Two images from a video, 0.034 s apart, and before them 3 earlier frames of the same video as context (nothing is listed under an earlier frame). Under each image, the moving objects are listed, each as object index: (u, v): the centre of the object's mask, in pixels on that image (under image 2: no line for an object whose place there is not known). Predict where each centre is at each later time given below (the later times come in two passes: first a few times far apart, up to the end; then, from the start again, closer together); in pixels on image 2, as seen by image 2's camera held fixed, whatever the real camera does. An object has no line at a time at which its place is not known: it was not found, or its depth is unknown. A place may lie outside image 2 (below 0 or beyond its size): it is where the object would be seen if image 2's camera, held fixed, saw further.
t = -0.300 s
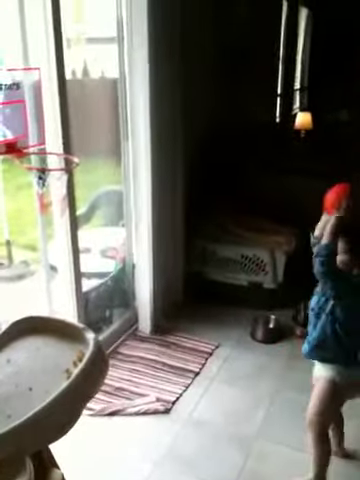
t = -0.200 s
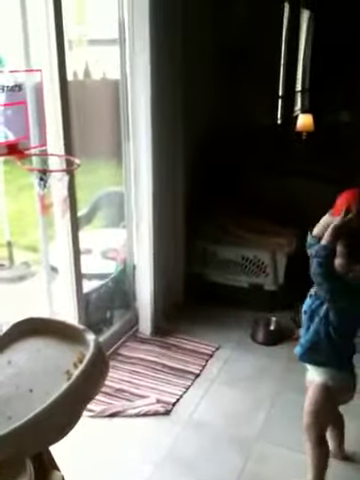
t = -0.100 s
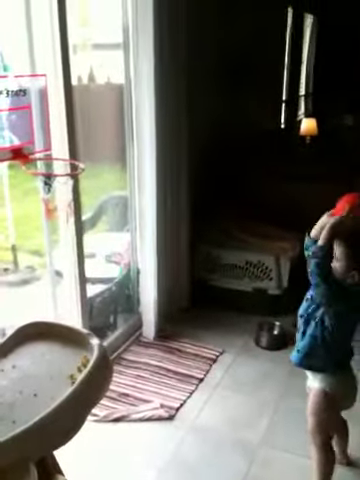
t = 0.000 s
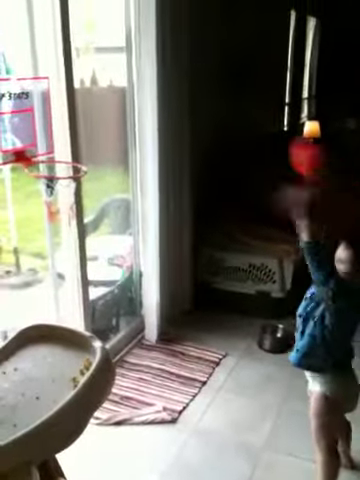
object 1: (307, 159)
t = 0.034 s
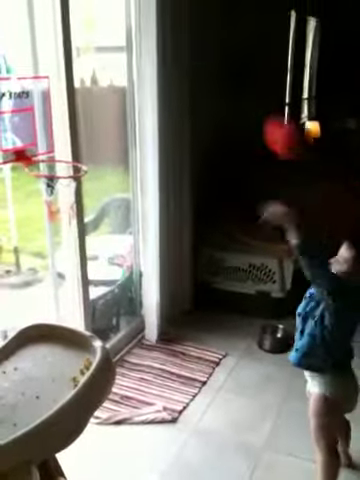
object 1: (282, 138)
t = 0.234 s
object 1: (134, 92)
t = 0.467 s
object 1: (33, 148)
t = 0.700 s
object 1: (61, 173)
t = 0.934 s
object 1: (80, 263)
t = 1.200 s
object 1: (98, 336)
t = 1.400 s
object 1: (101, 285)
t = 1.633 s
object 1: (114, 302)
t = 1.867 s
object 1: (125, 332)
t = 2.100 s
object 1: (135, 305)
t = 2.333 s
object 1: (143, 324)
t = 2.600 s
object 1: (142, 327)
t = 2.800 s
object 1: (149, 335)
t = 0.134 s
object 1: (203, 96)
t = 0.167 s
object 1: (180, 89)
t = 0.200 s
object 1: (157, 88)
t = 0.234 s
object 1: (134, 92)
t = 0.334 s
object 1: (72, 119)
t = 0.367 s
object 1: (47, 137)
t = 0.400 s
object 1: (33, 153)
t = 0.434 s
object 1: (32, 151)
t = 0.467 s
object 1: (33, 148)
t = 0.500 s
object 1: (36, 147)
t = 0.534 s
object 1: (40, 148)
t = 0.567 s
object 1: (42, 153)
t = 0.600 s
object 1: (46, 161)
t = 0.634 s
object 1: (51, 164)
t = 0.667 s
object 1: (56, 169)
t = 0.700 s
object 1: (61, 173)
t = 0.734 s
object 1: (64, 180)
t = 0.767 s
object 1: (67, 189)
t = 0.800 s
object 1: (67, 197)
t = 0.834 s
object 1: (67, 204)
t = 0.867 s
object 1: (75, 228)
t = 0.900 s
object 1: (77, 245)
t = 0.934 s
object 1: (80, 263)
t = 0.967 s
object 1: (82, 285)
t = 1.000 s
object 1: (85, 308)
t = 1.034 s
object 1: (92, 324)
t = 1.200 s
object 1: (98, 336)
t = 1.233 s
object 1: (96, 328)
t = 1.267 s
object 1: (96, 321)
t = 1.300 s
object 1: (96, 309)
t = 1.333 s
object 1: (97, 300)
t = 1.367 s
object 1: (99, 292)
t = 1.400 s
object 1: (101, 285)
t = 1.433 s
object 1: (102, 280)
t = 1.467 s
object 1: (105, 279)
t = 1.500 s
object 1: (106, 280)
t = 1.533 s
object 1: (107, 282)
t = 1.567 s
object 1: (111, 288)
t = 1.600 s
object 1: (112, 292)
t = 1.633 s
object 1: (114, 302)
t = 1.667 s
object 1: (115, 311)
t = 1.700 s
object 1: (117, 322)
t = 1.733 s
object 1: (119, 337)
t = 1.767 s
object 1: (121, 351)
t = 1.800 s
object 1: (123, 353)
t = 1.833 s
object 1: (123, 344)
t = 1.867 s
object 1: (125, 332)
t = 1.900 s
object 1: (127, 322)
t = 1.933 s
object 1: (129, 314)
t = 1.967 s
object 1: (130, 308)
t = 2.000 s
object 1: (131, 306)
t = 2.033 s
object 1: (132, 303)
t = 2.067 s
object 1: (133, 304)
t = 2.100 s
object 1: (135, 305)
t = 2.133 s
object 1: (137, 307)
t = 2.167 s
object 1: (140, 313)
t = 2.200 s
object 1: (140, 320)
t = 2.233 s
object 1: (142, 329)
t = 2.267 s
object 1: (143, 333)
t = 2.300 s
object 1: (144, 331)
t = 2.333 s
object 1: (143, 324)
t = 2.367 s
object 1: (143, 321)
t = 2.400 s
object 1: (143, 320)
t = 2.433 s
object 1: (142, 320)
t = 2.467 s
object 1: (142, 320)
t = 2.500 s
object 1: (141, 321)
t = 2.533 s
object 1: (141, 324)
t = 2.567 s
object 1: (140, 327)
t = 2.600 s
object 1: (142, 327)
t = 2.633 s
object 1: (143, 327)
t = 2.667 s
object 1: (146, 329)
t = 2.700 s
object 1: (148, 332)
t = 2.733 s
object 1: (150, 333)
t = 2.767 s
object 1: (150, 335)
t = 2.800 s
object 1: (149, 335)
